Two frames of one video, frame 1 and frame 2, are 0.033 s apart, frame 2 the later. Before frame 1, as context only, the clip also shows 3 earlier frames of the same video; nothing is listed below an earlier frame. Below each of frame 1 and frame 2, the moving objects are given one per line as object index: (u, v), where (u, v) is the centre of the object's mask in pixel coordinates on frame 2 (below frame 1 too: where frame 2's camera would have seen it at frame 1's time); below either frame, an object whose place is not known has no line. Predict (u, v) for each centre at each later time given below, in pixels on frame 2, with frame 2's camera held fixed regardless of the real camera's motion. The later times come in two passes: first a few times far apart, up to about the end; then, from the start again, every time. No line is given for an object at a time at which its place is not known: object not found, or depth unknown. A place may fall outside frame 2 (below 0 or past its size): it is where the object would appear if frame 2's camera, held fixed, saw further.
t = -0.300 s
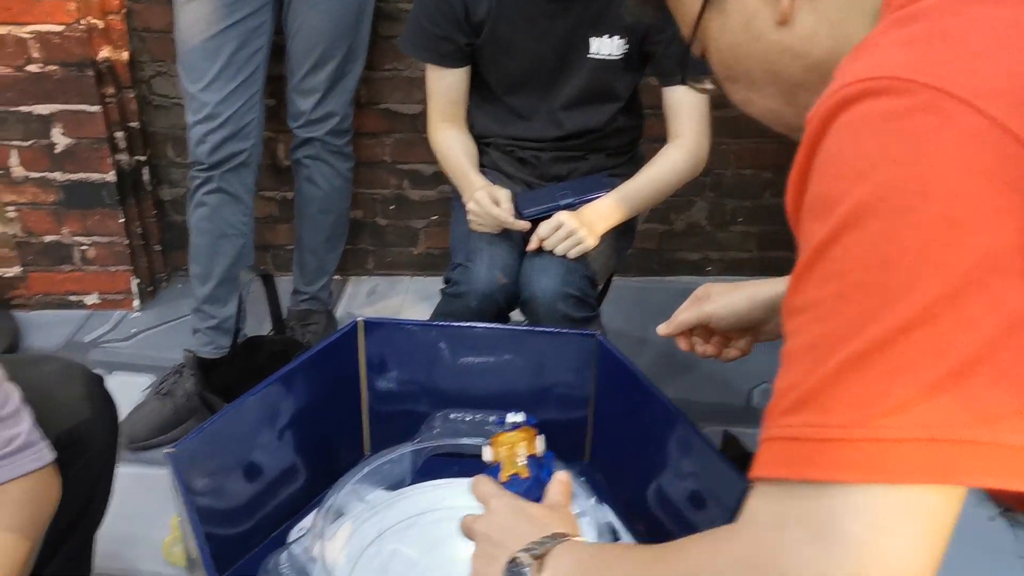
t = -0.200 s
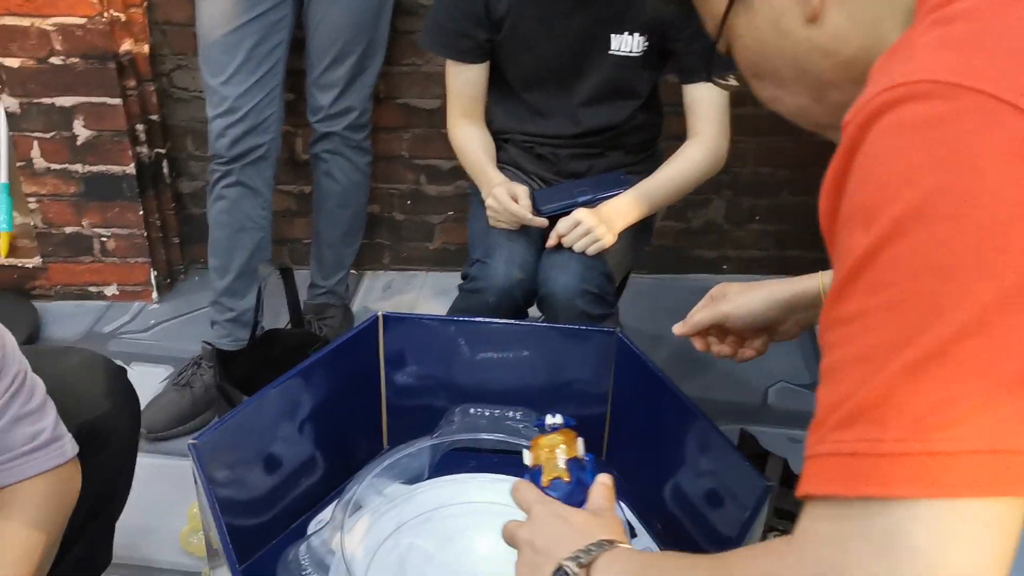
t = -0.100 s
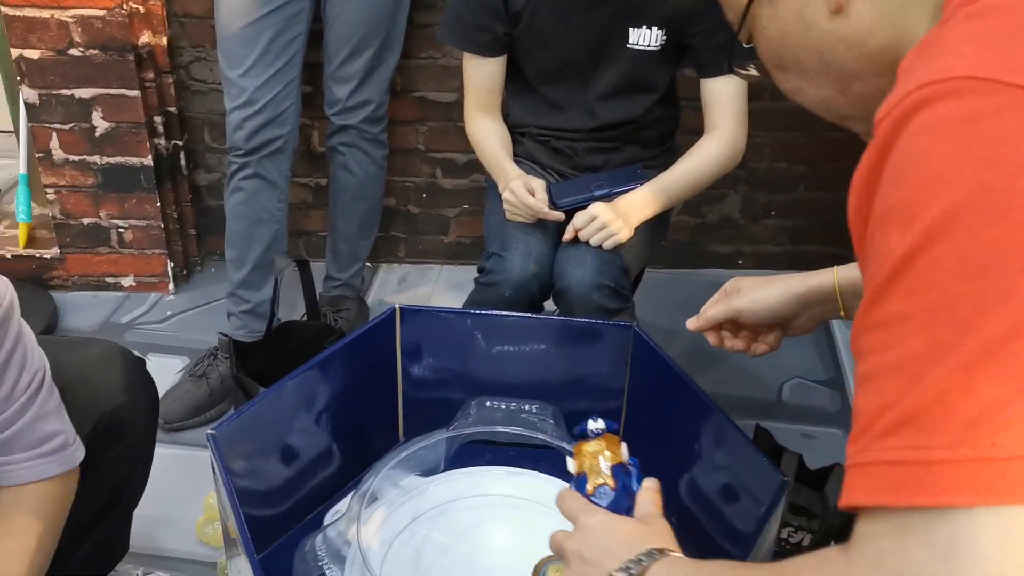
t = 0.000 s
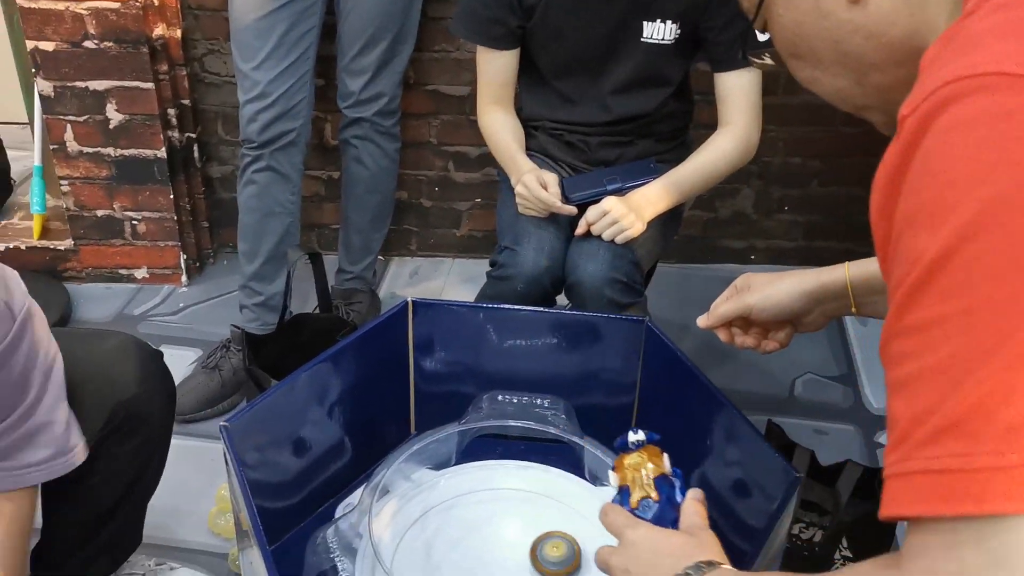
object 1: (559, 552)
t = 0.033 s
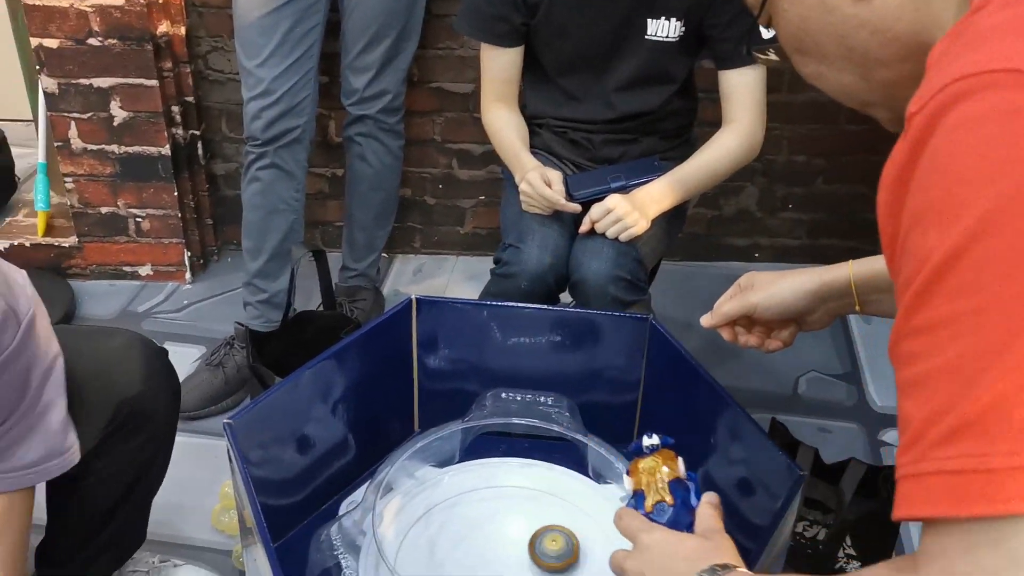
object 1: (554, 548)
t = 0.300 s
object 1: (509, 552)
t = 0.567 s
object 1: (505, 586)
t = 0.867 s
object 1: (538, 591)
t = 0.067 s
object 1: (548, 545)
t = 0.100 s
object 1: (541, 543)
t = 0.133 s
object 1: (535, 542)
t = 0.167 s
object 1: (529, 543)
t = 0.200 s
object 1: (523, 544)
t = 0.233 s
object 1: (518, 546)
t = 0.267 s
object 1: (513, 549)
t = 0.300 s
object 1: (509, 552)
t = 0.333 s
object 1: (506, 555)
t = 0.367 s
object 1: (503, 560)
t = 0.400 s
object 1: (501, 564)
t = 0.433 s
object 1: (501, 569)
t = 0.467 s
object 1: (500, 573)
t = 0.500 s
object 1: (501, 578)
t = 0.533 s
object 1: (502, 582)
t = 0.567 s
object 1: (505, 586)
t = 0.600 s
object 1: (508, 589)
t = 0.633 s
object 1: (511, 591)
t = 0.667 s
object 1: (515, 593)
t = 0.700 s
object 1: (519, 595)
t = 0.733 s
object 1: (524, 595)
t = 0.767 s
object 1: (528, 595)
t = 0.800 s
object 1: (532, 594)
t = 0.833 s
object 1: (535, 593)
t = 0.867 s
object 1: (538, 591)
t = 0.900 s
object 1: (540, 588)
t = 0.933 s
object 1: (541, 585)
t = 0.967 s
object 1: (542, 582)
